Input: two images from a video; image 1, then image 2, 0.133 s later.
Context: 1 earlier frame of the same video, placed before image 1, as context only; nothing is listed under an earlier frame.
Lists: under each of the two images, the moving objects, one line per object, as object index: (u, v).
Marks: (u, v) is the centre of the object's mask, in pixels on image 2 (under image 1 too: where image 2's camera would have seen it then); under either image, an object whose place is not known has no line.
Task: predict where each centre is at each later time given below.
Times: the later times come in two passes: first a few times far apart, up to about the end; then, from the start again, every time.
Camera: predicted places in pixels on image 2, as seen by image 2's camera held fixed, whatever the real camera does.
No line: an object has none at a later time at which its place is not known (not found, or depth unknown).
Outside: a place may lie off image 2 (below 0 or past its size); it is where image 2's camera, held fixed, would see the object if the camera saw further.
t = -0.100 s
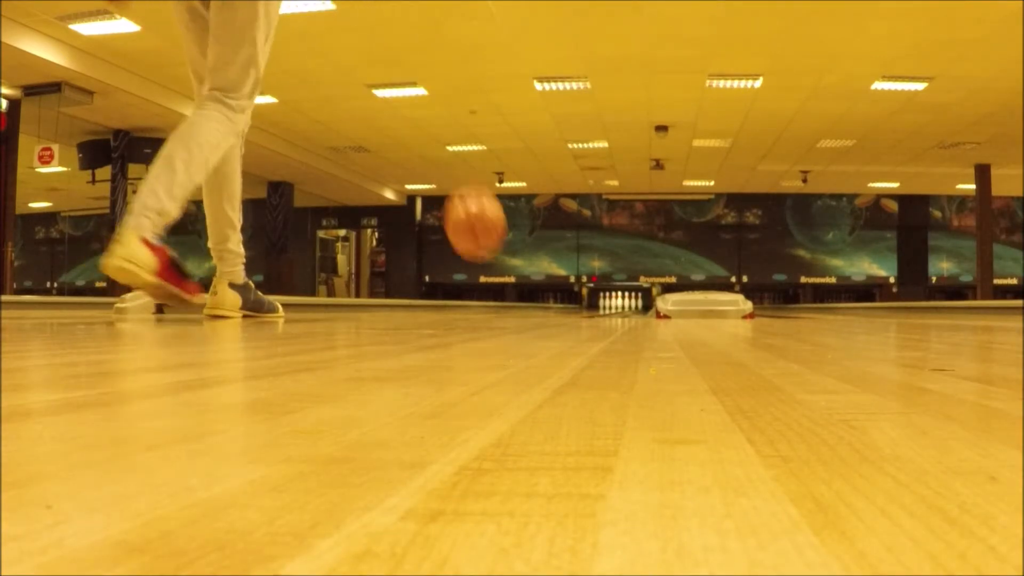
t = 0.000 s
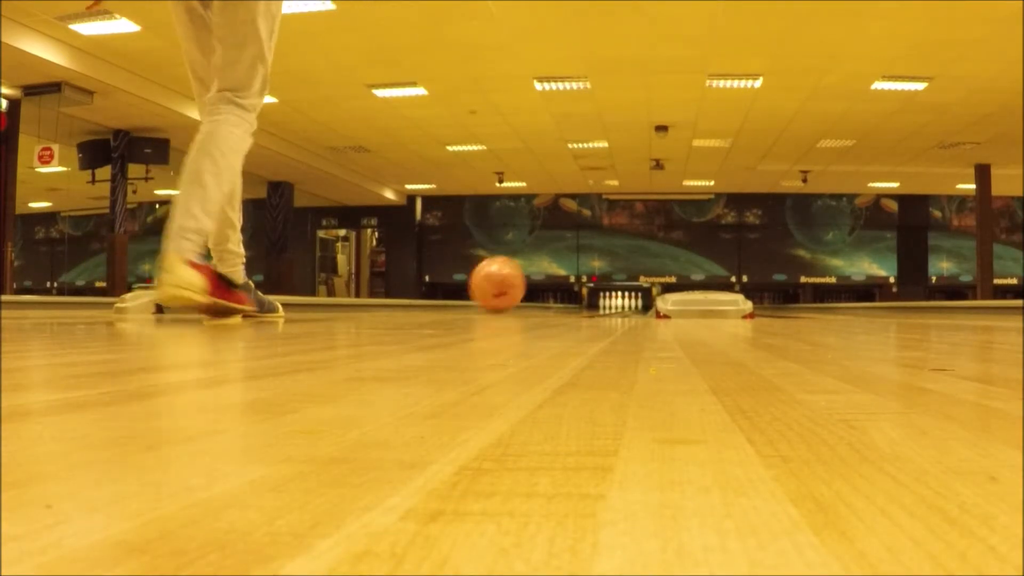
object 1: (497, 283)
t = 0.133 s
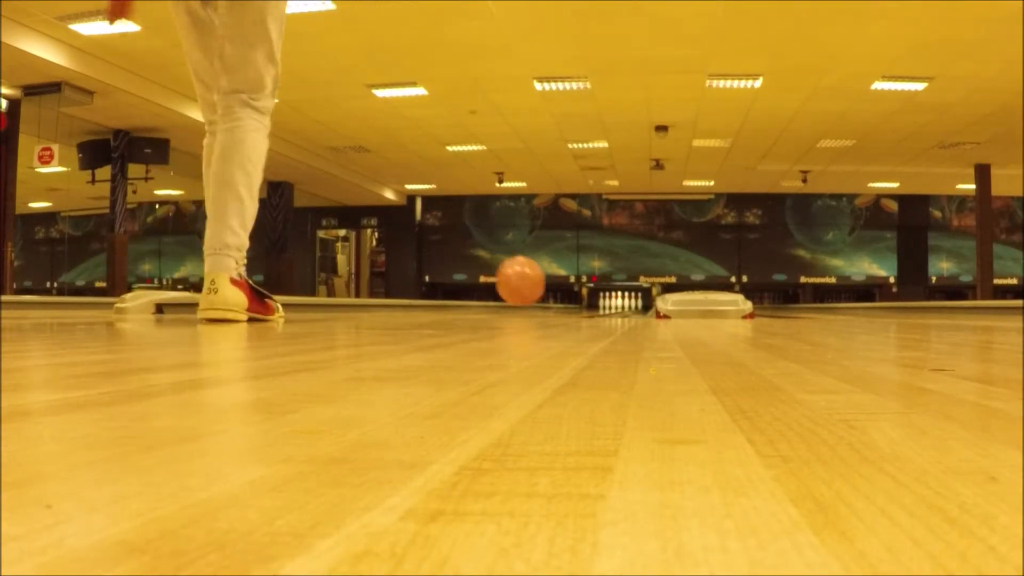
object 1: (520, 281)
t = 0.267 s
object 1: (539, 291)
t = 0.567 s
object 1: (567, 294)
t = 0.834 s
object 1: (585, 296)
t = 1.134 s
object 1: (598, 297)
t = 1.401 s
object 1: (607, 298)
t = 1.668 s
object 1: (614, 299)
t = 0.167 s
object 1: (525, 285)
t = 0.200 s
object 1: (530, 289)
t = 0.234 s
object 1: (534, 289)
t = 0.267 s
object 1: (539, 291)
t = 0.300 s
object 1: (542, 291)
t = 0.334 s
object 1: (546, 292)
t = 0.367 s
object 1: (550, 292)
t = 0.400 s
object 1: (553, 293)
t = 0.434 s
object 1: (556, 293)
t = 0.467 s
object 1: (559, 293)
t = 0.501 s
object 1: (562, 293)
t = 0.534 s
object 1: (565, 293)
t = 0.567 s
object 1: (567, 294)
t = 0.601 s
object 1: (570, 294)
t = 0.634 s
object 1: (572, 294)
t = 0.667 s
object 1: (574, 294)
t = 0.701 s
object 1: (577, 294)
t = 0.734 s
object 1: (579, 295)
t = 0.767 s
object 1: (581, 295)
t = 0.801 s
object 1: (583, 295)
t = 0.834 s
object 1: (585, 296)
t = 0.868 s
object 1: (586, 296)
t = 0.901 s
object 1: (588, 296)
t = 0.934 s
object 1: (590, 296)
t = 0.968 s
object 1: (591, 296)
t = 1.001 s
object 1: (592, 296)
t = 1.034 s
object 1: (594, 296)
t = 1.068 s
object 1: (595, 296)
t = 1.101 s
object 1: (596, 296)
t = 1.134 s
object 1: (598, 297)
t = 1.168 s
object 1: (599, 297)
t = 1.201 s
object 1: (601, 297)
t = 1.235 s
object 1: (602, 297)
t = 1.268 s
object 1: (603, 298)
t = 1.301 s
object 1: (604, 298)
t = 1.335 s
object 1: (605, 298)
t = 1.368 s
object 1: (606, 298)
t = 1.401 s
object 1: (607, 298)
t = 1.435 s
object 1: (608, 298)
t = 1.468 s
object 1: (610, 298)
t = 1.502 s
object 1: (610, 298)
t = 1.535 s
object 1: (612, 299)
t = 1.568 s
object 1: (613, 299)
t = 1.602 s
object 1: (613, 299)
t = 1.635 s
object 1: (614, 299)
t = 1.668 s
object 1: (614, 299)
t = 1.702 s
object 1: (616, 299)
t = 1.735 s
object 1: (617, 299)
